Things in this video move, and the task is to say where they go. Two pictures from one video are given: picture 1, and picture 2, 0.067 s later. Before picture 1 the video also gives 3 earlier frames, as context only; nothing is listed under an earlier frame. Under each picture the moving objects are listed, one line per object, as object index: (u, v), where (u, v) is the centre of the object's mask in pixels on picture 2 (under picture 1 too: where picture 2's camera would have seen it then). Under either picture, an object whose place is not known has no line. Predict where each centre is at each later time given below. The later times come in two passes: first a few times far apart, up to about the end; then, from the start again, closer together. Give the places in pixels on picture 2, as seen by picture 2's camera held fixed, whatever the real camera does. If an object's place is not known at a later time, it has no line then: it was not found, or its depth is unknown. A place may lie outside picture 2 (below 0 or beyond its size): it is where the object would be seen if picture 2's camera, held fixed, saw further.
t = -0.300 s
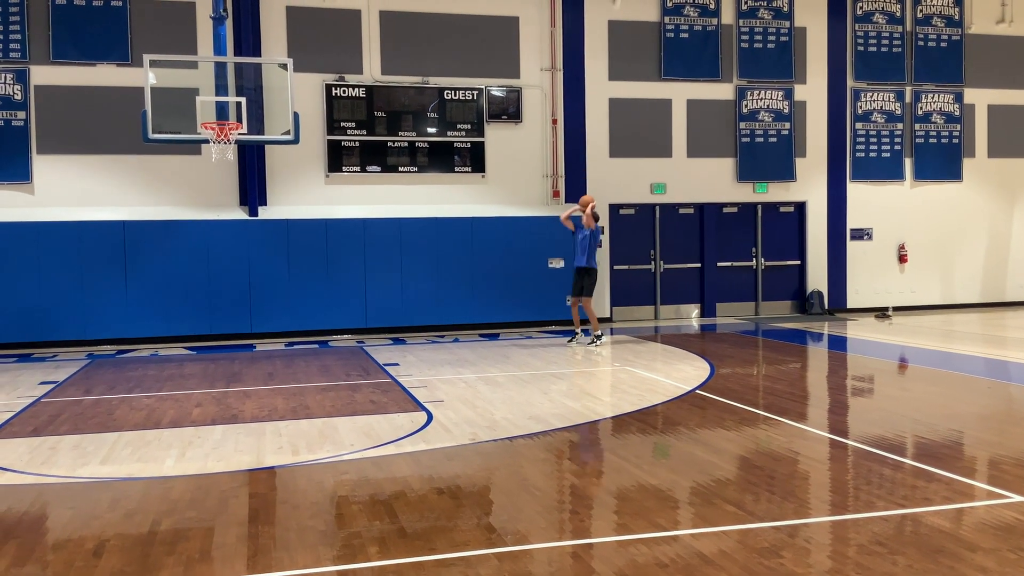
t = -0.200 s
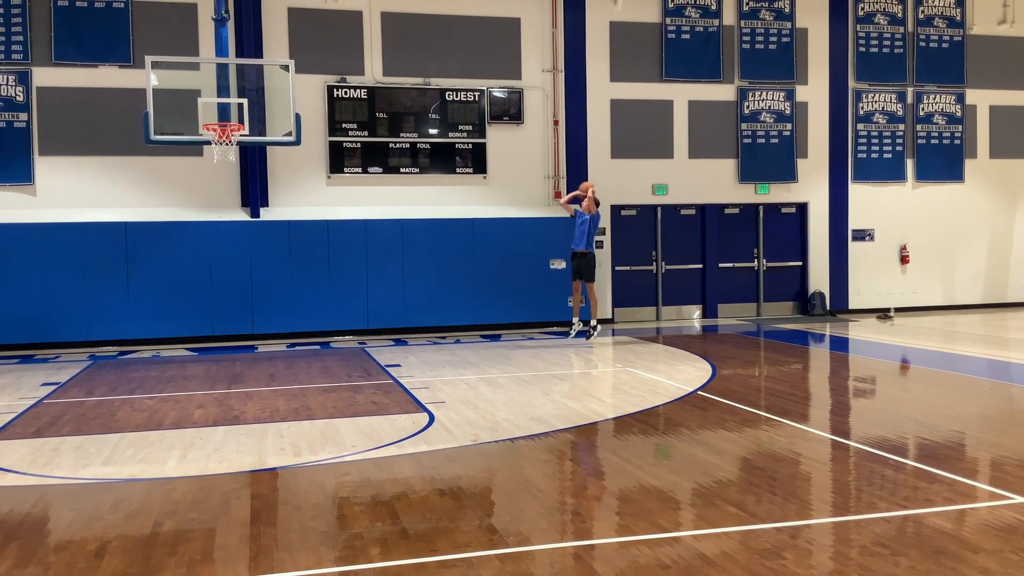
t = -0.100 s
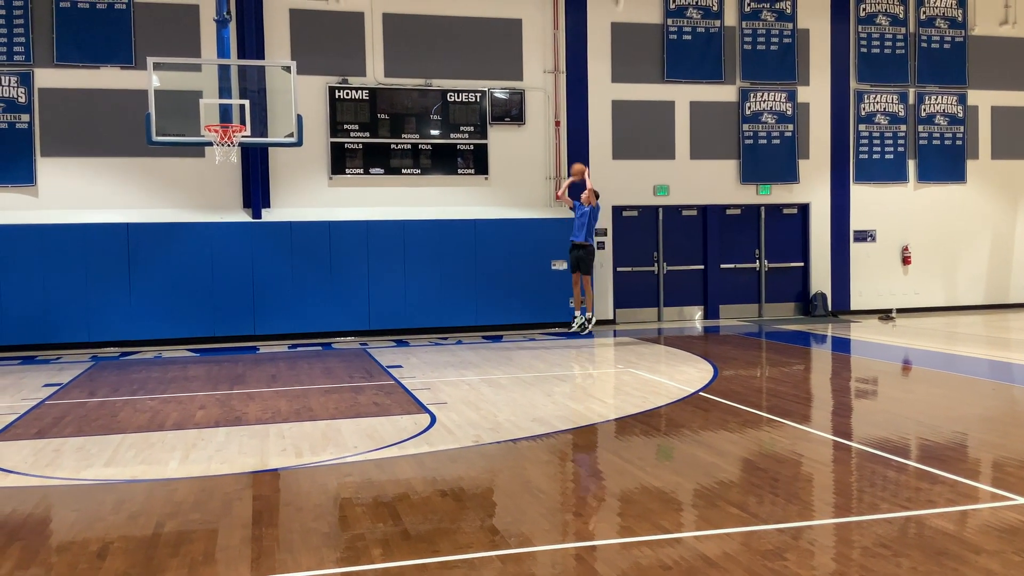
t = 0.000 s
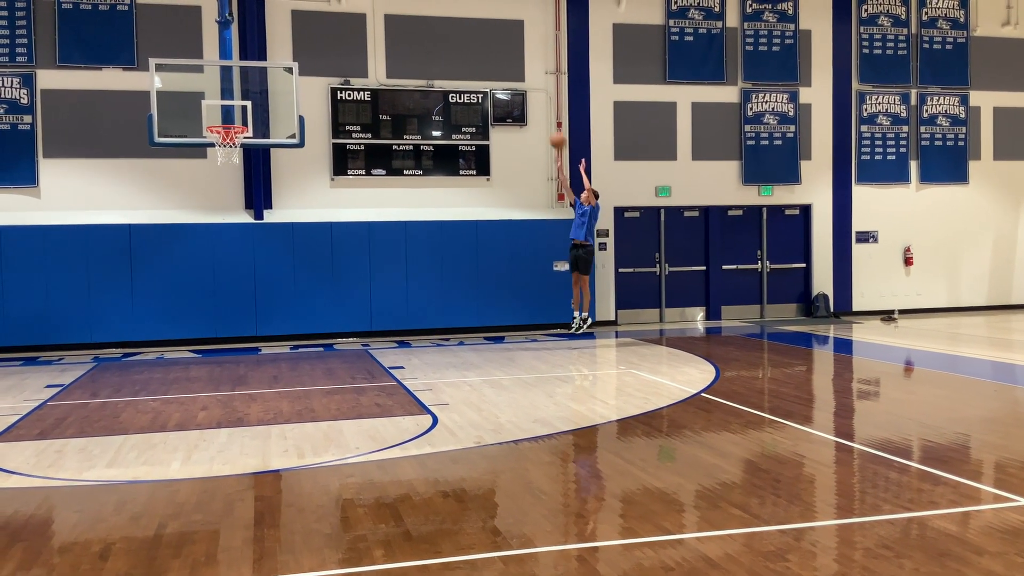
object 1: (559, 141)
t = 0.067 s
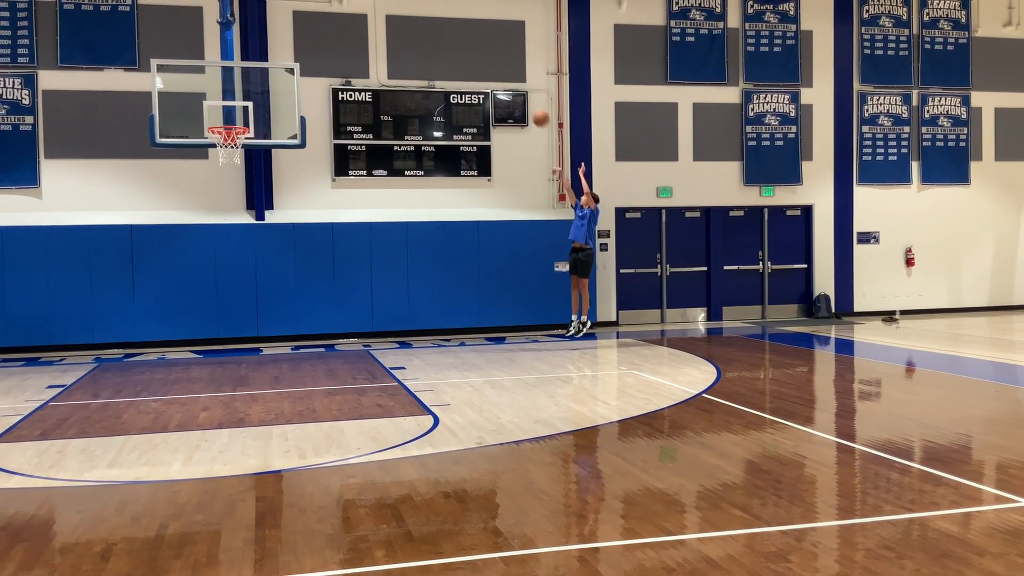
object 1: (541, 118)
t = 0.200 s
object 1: (502, 79)
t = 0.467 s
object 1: (425, 37)
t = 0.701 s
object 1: (355, 42)
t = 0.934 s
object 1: (284, 90)
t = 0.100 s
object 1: (532, 107)
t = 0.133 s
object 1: (523, 97)
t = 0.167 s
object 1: (513, 88)
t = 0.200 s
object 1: (502, 79)
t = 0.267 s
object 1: (484, 64)
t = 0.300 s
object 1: (474, 57)
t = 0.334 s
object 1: (464, 52)
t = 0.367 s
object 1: (455, 47)
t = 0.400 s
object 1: (445, 43)
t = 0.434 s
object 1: (435, 39)
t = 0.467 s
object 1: (425, 37)
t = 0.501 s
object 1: (415, 35)
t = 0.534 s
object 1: (406, 35)
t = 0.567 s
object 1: (395, 34)
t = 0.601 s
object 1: (385, 35)
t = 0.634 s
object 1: (375, 36)
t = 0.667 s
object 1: (365, 39)
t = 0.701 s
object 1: (355, 42)
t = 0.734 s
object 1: (346, 46)
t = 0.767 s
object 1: (335, 51)
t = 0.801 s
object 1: (325, 56)
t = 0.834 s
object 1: (314, 63)
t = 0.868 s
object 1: (305, 70)
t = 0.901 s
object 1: (294, 80)
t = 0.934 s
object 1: (284, 90)
